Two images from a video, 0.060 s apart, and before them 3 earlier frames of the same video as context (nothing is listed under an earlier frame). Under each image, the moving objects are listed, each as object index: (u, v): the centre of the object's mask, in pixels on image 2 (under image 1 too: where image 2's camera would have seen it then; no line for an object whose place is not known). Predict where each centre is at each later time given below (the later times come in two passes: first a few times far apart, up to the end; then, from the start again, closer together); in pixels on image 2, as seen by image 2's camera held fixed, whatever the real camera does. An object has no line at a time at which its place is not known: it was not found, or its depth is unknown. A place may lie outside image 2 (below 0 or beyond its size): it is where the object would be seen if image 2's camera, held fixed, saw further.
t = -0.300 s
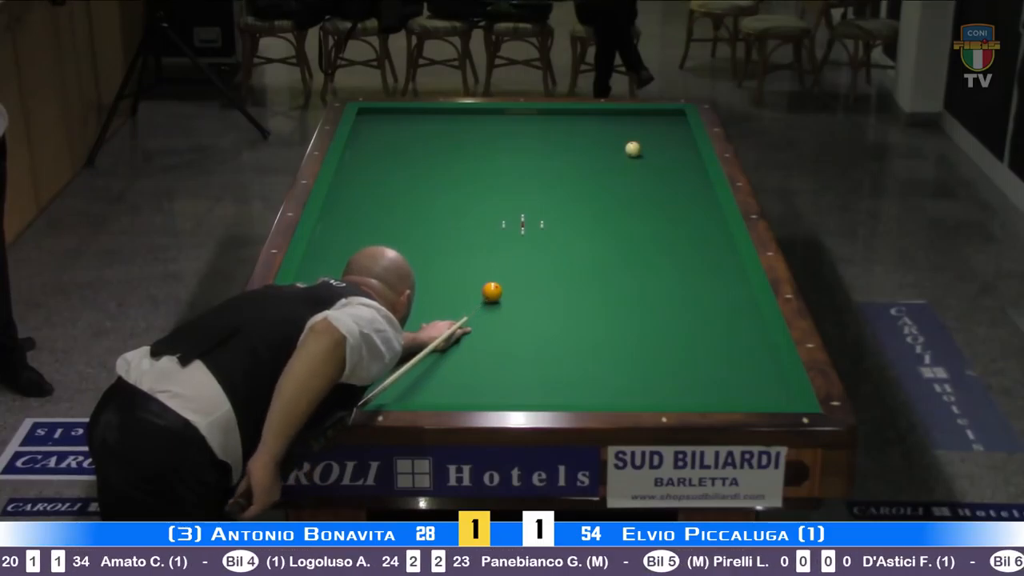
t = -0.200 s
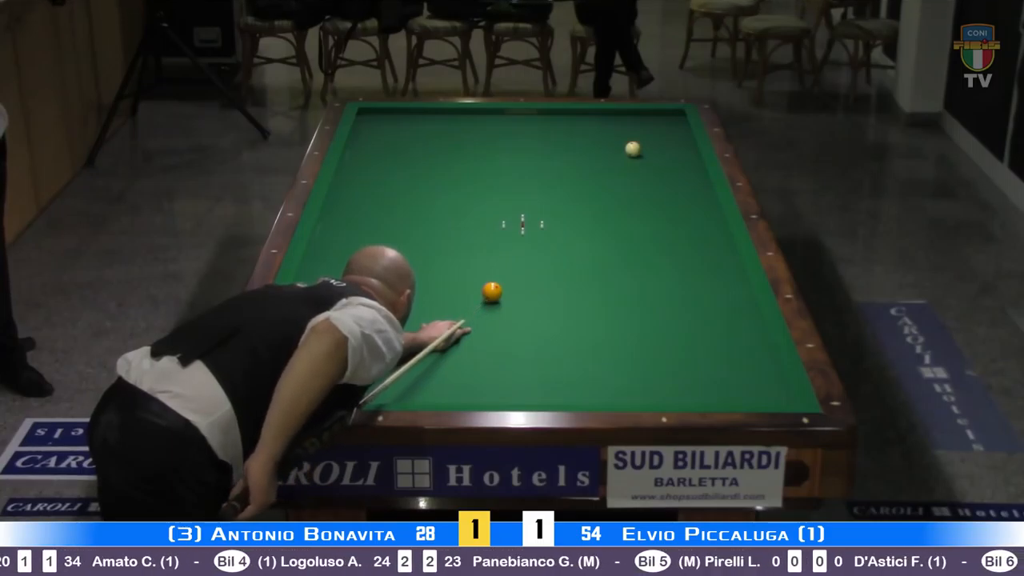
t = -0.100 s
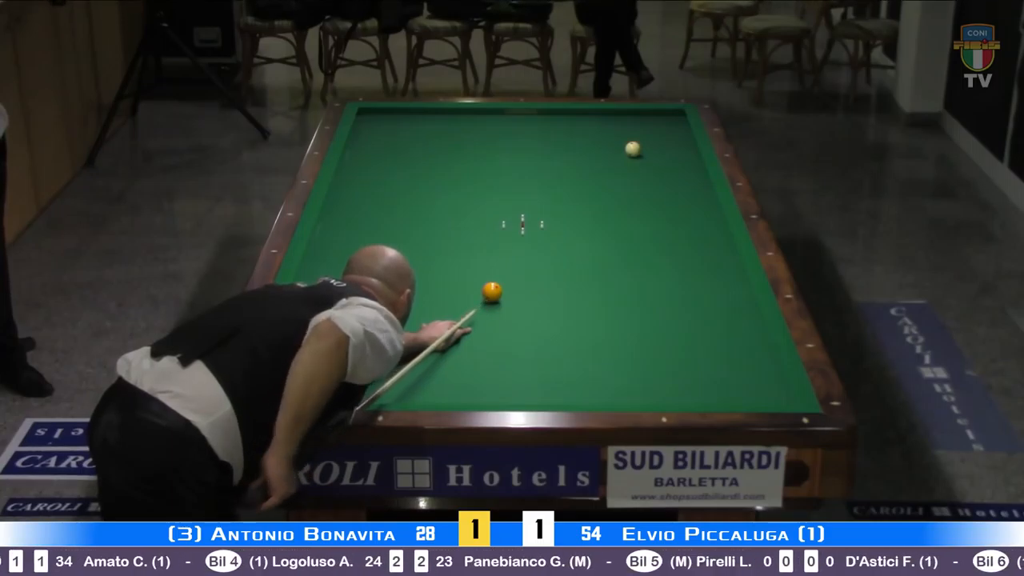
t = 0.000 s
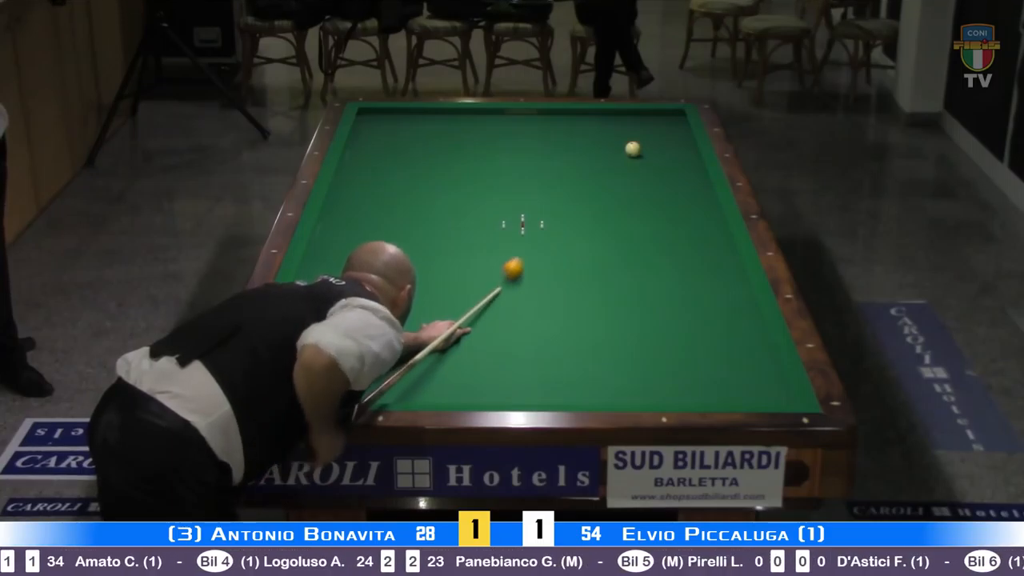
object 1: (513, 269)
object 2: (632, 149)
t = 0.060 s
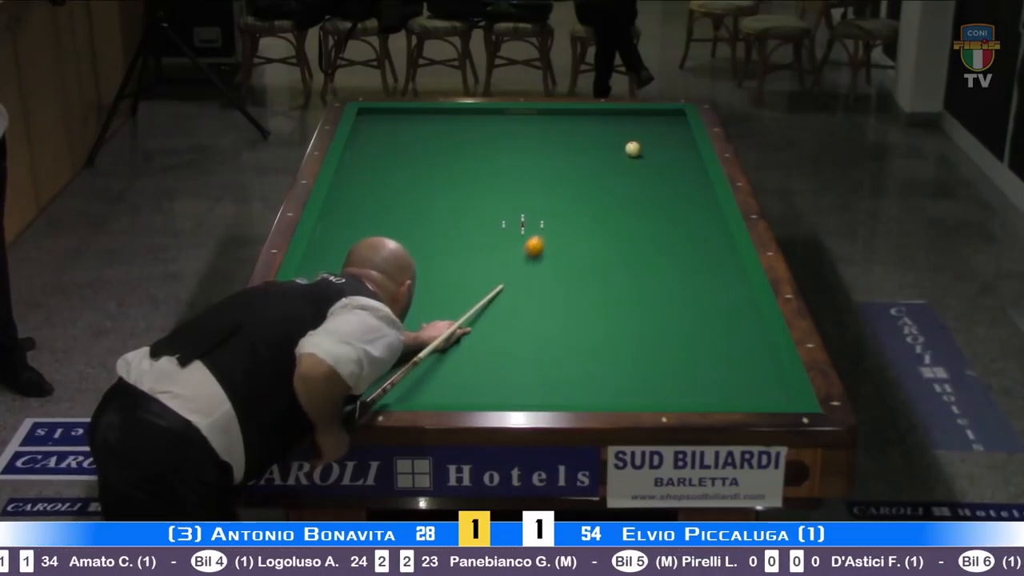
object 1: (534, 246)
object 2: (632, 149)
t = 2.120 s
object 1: (390, 124)
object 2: (360, 155)
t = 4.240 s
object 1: (471, 171)
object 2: (619, 260)
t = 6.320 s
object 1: (588, 214)
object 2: (700, 365)
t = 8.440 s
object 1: (681, 249)
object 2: (618, 380)
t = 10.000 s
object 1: (724, 267)
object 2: (591, 366)
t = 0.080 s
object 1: (541, 240)
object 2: (632, 149)
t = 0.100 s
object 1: (547, 233)
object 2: (633, 149)
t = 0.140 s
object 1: (559, 220)
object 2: (633, 149)
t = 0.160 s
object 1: (564, 214)
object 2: (633, 149)
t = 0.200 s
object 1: (575, 203)
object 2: (633, 149)
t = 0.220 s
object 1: (580, 197)
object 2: (633, 149)
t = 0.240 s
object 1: (585, 192)
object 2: (632, 149)
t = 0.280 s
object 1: (594, 182)
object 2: (633, 149)
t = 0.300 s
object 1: (599, 177)
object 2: (633, 149)
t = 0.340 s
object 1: (607, 167)
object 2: (633, 149)
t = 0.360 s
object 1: (611, 163)
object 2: (633, 149)
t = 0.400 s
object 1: (619, 155)
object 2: (633, 149)
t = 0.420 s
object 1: (620, 152)
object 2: (635, 148)
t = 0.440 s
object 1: (617, 150)
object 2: (642, 146)
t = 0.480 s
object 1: (609, 147)
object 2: (657, 141)
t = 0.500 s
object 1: (605, 146)
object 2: (664, 139)
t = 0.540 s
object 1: (598, 144)
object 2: (678, 134)
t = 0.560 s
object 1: (594, 143)
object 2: (684, 132)
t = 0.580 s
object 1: (591, 142)
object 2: (681, 130)
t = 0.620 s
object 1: (585, 140)
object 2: (669, 127)
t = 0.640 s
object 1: (582, 139)
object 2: (662, 126)
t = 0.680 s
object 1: (576, 137)
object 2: (650, 123)
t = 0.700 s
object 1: (573, 136)
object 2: (645, 121)
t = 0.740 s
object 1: (568, 135)
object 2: (634, 118)
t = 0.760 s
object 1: (565, 134)
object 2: (629, 117)
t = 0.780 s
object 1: (562, 133)
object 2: (624, 116)
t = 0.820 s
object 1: (557, 132)
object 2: (615, 113)
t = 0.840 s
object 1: (554, 131)
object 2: (610, 112)
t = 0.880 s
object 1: (549, 130)
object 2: (602, 111)
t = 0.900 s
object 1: (546, 129)
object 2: (598, 112)
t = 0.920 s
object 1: (543, 128)
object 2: (594, 113)
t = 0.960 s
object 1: (538, 126)
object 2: (585, 115)
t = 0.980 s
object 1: (535, 126)
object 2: (581, 115)
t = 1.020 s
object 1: (530, 124)
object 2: (573, 117)
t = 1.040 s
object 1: (527, 124)
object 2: (569, 118)
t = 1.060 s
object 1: (525, 123)
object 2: (564, 118)
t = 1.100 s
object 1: (520, 121)
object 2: (556, 119)
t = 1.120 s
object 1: (517, 121)
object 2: (552, 120)
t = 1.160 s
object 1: (512, 119)
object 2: (544, 121)
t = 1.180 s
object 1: (510, 119)
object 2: (540, 122)
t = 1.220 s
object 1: (505, 117)
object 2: (531, 123)
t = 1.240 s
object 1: (502, 117)
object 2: (527, 124)
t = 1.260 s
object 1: (500, 116)
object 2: (522, 125)
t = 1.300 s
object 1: (495, 114)
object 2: (514, 126)
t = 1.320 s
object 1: (492, 114)
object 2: (510, 127)
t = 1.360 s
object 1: (488, 112)
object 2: (501, 128)
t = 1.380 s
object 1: (485, 112)
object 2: (497, 128)
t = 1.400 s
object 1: (483, 111)
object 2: (492, 129)
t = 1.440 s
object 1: (478, 111)
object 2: (484, 131)
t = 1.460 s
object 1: (475, 111)
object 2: (479, 131)
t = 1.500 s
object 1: (470, 112)
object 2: (471, 133)
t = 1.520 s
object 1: (467, 112)
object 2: (466, 133)
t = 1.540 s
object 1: (465, 113)
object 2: (462, 134)
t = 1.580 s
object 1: (460, 114)
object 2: (453, 135)
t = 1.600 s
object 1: (457, 114)
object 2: (449, 136)
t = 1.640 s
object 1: (452, 115)
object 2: (440, 137)
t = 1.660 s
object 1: (449, 115)
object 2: (435, 138)
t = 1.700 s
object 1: (444, 116)
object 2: (427, 139)
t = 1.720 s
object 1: (442, 116)
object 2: (422, 140)
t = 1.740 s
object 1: (439, 117)
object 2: (418, 141)
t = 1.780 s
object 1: (434, 117)
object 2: (408, 142)
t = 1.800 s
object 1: (431, 118)
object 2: (404, 143)
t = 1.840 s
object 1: (426, 119)
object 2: (395, 144)
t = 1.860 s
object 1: (423, 119)
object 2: (391, 145)
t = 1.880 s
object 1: (421, 119)
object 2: (386, 146)
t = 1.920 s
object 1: (416, 120)
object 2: (377, 147)
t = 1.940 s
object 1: (413, 120)
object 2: (372, 148)
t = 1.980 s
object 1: (408, 121)
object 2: (363, 149)
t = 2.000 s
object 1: (405, 122)
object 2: (359, 150)
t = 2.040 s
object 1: (400, 122)
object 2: (350, 151)
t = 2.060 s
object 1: (397, 123)
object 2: (350, 152)
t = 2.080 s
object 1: (395, 123)
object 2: (354, 153)
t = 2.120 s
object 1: (390, 124)
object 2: (360, 155)
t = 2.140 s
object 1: (387, 124)
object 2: (363, 155)
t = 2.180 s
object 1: (382, 125)
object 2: (368, 157)
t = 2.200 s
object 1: (379, 125)
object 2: (370, 158)
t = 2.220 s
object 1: (377, 125)
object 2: (373, 159)
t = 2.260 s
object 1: (372, 126)
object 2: (377, 161)
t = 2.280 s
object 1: (369, 127)
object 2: (379, 162)
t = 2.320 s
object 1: (364, 127)
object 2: (384, 163)
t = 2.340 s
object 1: (361, 128)
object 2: (386, 164)
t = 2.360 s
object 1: (359, 128)
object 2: (388, 165)
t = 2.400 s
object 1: (359, 129)
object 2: (392, 167)
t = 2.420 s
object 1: (361, 129)
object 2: (395, 168)
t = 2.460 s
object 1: (363, 130)
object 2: (399, 170)
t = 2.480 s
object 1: (364, 131)
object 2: (401, 171)
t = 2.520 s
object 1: (367, 131)
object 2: (406, 173)
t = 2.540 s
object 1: (368, 132)
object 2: (408, 174)
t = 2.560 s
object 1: (369, 133)
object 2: (410, 174)
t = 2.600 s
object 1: (372, 133)
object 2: (415, 176)
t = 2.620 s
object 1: (373, 134)
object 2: (417, 177)
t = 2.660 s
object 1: (376, 135)
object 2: (422, 179)
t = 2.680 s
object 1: (377, 135)
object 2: (424, 180)
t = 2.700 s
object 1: (378, 136)
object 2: (426, 181)
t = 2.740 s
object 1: (381, 136)
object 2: (431, 183)
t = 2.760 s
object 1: (382, 137)
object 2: (433, 184)
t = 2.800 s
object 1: (384, 138)
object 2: (438, 186)
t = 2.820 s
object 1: (386, 138)
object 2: (440, 187)
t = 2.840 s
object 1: (387, 139)
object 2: (443, 188)
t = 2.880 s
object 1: (389, 140)
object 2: (447, 189)
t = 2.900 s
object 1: (390, 140)
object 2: (450, 190)
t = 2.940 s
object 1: (393, 141)
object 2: (454, 192)
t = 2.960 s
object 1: (394, 142)
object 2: (457, 193)
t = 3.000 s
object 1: (396, 143)
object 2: (461, 195)
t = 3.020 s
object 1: (398, 143)
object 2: (464, 196)
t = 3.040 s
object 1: (399, 144)
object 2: (466, 197)
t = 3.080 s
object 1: (401, 145)
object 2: (471, 199)
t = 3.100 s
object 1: (402, 145)
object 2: (473, 200)
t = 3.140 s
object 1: (405, 146)
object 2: (478, 202)
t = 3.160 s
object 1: (406, 146)
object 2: (481, 203)
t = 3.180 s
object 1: (407, 147)
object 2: (483, 204)
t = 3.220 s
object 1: (410, 148)
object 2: (488, 206)
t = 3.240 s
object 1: (411, 148)
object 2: (491, 207)
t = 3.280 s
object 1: (413, 149)
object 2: (495, 209)
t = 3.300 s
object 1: (415, 150)
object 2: (498, 210)
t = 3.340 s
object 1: (417, 150)
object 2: (503, 212)
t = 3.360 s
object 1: (418, 151)
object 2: (505, 213)
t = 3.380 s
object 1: (419, 151)
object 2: (508, 214)
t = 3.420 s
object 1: (422, 152)
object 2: (512, 217)
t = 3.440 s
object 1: (423, 153)
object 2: (515, 217)
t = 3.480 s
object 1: (426, 153)
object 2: (520, 219)
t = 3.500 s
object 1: (427, 154)
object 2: (523, 220)
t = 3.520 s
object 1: (428, 155)
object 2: (525, 221)
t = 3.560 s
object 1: (430, 155)
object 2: (530, 223)
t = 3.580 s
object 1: (432, 156)
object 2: (532, 225)
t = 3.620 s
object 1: (434, 157)
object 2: (538, 227)
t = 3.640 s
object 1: (435, 157)
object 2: (540, 228)
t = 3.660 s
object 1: (436, 157)
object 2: (543, 229)
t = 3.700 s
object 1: (439, 158)
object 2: (548, 231)
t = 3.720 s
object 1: (440, 159)
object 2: (550, 232)
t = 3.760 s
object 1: (443, 160)
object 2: (555, 234)
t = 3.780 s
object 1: (444, 160)
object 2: (558, 235)
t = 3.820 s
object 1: (446, 161)
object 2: (563, 237)
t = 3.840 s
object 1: (447, 162)
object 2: (566, 238)
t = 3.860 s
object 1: (449, 162)
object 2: (569, 239)
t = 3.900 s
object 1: (451, 163)
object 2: (574, 241)
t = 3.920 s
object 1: (452, 164)
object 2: (576, 242)
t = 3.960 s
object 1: (455, 164)
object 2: (582, 245)
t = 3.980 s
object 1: (456, 165)
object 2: (584, 246)
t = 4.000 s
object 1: (457, 165)
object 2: (587, 246)
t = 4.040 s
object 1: (459, 166)
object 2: (592, 249)
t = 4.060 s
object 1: (460, 167)
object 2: (595, 250)
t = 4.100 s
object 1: (463, 168)
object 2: (600, 252)
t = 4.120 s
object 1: (464, 168)
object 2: (603, 253)
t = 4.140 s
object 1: (465, 169)
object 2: (606, 254)
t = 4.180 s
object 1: (468, 170)
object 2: (611, 257)
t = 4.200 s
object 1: (469, 170)
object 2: (613, 258)
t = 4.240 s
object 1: (471, 171)
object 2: (619, 260)
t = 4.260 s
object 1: (473, 171)
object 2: (622, 261)
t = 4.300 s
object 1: (475, 172)
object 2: (627, 263)
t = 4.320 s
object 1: (476, 172)
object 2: (630, 264)
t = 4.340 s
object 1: (477, 173)
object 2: (632, 265)
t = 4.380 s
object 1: (480, 174)
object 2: (638, 267)
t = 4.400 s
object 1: (481, 174)
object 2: (641, 269)
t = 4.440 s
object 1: (483, 175)
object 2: (647, 271)
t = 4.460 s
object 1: (484, 176)
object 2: (649, 272)
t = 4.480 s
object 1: (486, 176)
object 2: (652, 273)
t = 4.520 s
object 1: (488, 177)
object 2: (658, 276)
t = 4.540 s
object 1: (489, 177)
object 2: (660, 277)
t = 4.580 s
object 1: (492, 178)
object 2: (666, 279)
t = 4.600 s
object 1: (493, 179)
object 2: (669, 280)
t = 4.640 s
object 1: (495, 180)
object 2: (674, 282)
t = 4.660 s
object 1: (496, 180)
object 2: (677, 284)
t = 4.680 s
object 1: (498, 180)
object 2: (679, 285)
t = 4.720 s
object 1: (500, 181)
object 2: (685, 287)
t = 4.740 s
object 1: (501, 182)
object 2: (688, 288)
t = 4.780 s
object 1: (503, 182)
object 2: (693, 291)
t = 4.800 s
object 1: (505, 183)
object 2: (696, 292)
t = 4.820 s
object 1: (506, 183)
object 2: (699, 293)
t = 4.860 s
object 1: (508, 184)
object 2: (704, 295)
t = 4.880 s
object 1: (509, 185)
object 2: (707, 296)
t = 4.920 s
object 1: (511, 185)
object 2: (713, 299)
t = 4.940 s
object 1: (513, 186)
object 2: (716, 300)
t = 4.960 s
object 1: (514, 186)
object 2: (719, 301)
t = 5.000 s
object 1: (516, 187)
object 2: (725, 303)
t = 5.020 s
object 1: (517, 188)
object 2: (728, 304)
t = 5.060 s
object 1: (520, 189)
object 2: (733, 307)
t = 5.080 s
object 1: (521, 189)
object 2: (736, 308)
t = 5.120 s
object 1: (523, 190)
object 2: (742, 311)
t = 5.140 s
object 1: (524, 190)
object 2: (745, 312)
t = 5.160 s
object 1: (525, 191)
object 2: (748, 313)
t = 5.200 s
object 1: (527, 192)
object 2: (752, 315)
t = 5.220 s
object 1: (528, 192)
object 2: (750, 316)
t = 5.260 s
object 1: (531, 193)
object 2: (747, 318)
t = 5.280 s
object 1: (532, 193)
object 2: (747, 319)
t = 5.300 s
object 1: (533, 194)
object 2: (746, 319)
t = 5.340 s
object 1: (535, 195)
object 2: (744, 321)
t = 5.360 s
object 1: (537, 195)
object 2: (743, 322)
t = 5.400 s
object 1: (539, 196)
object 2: (741, 324)
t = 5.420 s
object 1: (540, 196)
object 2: (740, 325)
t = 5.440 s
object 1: (541, 197)
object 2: (739, 326)
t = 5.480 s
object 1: (543, 197)
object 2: (737, 327)
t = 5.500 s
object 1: (544, 198)
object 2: (736, 328)
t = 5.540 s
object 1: (546, 199)
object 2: (735, 330)
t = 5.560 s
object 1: (547, 199)
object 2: (734, 331)
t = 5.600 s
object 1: (550, 200)
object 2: (732, 333)
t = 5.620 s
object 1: (551, 200)
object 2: (731, 334)
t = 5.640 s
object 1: (552, 201)
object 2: (730, 335)
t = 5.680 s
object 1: (554, 202)
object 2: (728, 336)
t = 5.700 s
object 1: (555, 202)
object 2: (728, 337)
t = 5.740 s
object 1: (557, 203)
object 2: (726, 339)
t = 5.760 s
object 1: (558, 203)
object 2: (725, 340)
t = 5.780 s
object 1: (559, 204)
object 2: (724, 341)
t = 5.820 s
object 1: (562, 204)
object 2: (722, 343)
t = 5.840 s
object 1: (563, 205)
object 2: (721, 344)
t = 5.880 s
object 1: (565, 206)
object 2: (720, 346)
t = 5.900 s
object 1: (566, 206)
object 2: (719, 346)
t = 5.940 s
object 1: (568, 207)
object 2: (717, 348)
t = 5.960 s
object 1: (569, 207)
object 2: (716, 349)
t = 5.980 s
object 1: (570, 207)
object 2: (715, 350)
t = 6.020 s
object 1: (572, 208)
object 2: (713, 352)
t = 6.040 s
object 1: (574, 209)
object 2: (712, 353)
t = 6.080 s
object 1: (576, 209)
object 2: (711, 354)
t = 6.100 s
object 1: (577, 210)
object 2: (710, 355)
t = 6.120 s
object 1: (577, 210)
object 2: (709, 356)
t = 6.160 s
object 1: (580, 211)
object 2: (707, 358)
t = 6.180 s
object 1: (581, 211)
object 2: (706, 359)
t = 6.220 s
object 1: (583, 212)
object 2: (704, 360)
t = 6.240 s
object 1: (584, 212)
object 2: (703, 361)
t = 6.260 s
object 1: (585, 213)
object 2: (702, 362)
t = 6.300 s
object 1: (587, 214)
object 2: (701, 364)
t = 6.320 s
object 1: (588, 214)
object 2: (700, 365)
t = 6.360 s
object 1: (590, 215)
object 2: (698, 366)
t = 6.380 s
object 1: (591, 215)
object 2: (697, 367)
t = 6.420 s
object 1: (593, 216)
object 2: (695, 369)
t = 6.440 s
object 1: (594, 216)
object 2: (694, 370)
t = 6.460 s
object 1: (595, 217)
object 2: (694, 371)
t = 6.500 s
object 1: (597, 217)
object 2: (692, 373)
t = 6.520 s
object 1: (598, 218)
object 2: (690, 373)
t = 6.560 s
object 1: (600, 219)
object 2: (689, 375)
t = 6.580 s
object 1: (601, 219)
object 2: (688, 376)
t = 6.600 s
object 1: (602, 219)
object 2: (687, 377)
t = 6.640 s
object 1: (604, 220)
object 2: (685, 379)
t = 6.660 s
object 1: (605, 220)
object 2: (685, 380)
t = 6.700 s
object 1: (607, 221)
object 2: (683, 382)
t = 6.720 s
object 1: (608, 221)
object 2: (682, 383)
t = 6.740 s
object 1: (609, 222)
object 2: (681, 383)
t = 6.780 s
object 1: (611, 222)
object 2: (679, 385)
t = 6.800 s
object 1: (612, 223)
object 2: (678, 386)
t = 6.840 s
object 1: (614, 224)
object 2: (676, 387)
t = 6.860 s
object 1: (615, 224)
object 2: (675, 388)
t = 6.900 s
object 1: (617, 225)
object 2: (674, 390)
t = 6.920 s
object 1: (618, 225)
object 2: (673, 391)
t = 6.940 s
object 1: (619, 226)
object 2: (672, 392)
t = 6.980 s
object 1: (620, 226)
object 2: (670, 393)
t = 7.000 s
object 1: (621, 226)
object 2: (669, 393)
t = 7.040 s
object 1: (623, 227)
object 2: (667, 394)
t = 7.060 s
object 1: (624, 228)
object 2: (666, 395)
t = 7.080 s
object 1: (625, 228)
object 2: (665, 395)
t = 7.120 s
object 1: (627, 228)
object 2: (663, 397)
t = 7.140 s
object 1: (628, 229)
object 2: (662, 397)
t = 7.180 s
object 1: (630, 229)
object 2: (660, 398)
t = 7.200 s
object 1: (631, 230)
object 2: (660, 399)
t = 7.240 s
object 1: (632, 231)
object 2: (658, 398)
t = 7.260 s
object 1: (634, 231)
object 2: (657, 398)
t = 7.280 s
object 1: (634, 231)
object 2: (656, 398)
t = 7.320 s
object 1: (636, 232)
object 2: (655, 397)
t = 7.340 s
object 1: (637, 232)
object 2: (654, 397)
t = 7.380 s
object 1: (639, 233)
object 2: (653, 396)
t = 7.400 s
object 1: (640, 233)
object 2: (652, 396)
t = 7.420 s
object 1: (641, 234)
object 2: (651, 395)
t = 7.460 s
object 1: (642, 234)
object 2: (650, 395)
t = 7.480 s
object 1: (643, 234)
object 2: (649, 395)
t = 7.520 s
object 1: (645, 235)
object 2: (648, 394)
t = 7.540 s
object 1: (646, 235)
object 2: (647, 394)
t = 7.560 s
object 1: (647, 236)
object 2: (646, 394)
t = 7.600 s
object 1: (648, 237)
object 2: (644, 393)
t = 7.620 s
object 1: (649, 237)
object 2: (644, 393)
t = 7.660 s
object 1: (651, 237)
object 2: (643, 393)
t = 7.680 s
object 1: (652, 238)
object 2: (642, 393)
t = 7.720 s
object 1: (653, 238)
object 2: (641, 392)
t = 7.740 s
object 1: (654, 239)
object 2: (640, 392)
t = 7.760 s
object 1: (655, 239)
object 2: (639, 392)
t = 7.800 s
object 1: (657, 240)
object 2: (638, 391)
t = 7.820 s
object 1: (658, 240)
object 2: (638, 391)
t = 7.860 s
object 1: (659, 240)
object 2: (636, 390)
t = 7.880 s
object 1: (660, 241)
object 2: (636, 390)
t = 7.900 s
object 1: (661, 241)
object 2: (635, 389)
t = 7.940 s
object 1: (662, 242)
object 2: (633, 388)
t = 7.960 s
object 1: (663, 242)
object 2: (633, 388)
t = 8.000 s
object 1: (665, 242)
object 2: (631, 387)
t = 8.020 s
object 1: (665, 243)
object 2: (630, 387)
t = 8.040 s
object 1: (667, 243)
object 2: (630, 386)
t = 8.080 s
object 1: (668, 244)
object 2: (628, 386)
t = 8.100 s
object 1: (669, 244)
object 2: (628, 385)
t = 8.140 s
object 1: (670, 245)
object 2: (627, 385)
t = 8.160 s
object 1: (671, 245)
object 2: (626, 385)
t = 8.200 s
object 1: (672, 245)
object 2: (625, 384)
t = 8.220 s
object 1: (673, 246)
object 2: (624, 384)
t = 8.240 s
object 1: (674, 246)
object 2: (624, 383)
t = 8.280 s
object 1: (676, 247)
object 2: (623, 383)
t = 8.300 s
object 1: (676, 247)
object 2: (622, 383)
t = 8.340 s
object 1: (678, 247)
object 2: (621, 382)
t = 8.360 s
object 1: (679, 248)
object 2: (620, 382)
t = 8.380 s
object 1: (679, 248)
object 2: (620, 381)
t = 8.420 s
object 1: (681, 249)
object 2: (619, 380)
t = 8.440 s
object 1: (681, 249)
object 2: (618, 380)
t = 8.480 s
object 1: (683, 250)
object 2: (617, 380)
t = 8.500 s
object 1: (683, 250)
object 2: (617, 379)
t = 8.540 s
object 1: (685, 250)
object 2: (616, 379)
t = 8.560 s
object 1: (685, 251)
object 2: (615, 379)
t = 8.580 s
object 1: (686, 251)
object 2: (615, 379)
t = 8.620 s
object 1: (688, 251)
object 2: (614, 378)
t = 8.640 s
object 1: (689, 252)
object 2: (614, 378)
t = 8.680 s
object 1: (690, 252)
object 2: (612, 377)
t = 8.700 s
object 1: (690, 252)
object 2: (612, 377)
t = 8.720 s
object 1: (691, 252)
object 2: (611, 377)
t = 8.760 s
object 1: (692, 253)
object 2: (611, 376)
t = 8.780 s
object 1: (693, 253)
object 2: (610, 376)
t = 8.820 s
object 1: (694, 254)
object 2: (609, 376)
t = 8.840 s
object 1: (695, 254)
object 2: (609, 376)
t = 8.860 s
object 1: (696, 255)
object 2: (608, 375)
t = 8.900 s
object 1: (697, 255)
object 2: (607, 375)
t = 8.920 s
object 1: (697, 255)
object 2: (607, 374)
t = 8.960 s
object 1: (698, 256)
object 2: (606, 374)
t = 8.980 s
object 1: (699, 256)
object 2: (605, 373)
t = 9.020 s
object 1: (700, 256)
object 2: (605, 373)
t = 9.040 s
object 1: (701, 257)
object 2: (604, 373)
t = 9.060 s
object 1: (701, 257)
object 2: (604, 373)
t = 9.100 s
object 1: (702, 257)
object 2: (603, 373)
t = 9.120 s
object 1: (703, 257)
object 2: (603, 372)
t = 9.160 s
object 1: (704, 258)
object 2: (602, 372)
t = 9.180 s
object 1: (705, 258)
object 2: (602, 372)
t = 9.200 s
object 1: (705, 258)
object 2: (602, 372)
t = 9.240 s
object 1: (706, 259)
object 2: (601, 372)
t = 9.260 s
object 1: (706, 259)
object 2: (601, 372)
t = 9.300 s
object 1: (708, 259)
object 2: (600, 371)
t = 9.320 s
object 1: (708, 260)
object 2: (600, 371)
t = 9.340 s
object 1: (709, 260)
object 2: (600, 371)
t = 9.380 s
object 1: (710, 261)
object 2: (599, 371)
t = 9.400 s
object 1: (710, 261)
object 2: (599, 370)
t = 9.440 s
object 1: (712, 261)
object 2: (598, 370)
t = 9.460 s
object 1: (712, 261)
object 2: (598, 370)
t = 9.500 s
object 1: (713, 262)
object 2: (597, 369)
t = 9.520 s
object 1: (713, 262)
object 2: (597, 369)
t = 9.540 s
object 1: (714, 262)
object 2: (597, 369)
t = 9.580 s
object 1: (715, 263)
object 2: (596, 368)
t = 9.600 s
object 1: (715, 263)
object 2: (596, 368)
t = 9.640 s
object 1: (716, 263)
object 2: (595, 368)
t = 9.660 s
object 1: (717, 263)
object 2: (595, 368)
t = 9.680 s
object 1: (717, 263)
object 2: (595, 367)
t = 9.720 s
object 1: (718, 264)
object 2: (594, 367)
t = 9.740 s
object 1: (719, 264)
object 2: (594, 367)
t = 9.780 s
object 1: (719, 264)
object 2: (594, 367)
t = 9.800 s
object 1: (720, 264)
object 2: (593, 367)
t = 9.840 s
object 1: (721, 265)
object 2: (593, 366)
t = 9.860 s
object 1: (721, 265)
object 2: (593, 366)
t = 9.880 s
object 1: (722, 265)
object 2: (592, 366)
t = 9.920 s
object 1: (723, 266)
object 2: (592, 366)
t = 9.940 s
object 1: (723, 266)
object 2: (592, 366)
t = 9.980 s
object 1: (724, 266)
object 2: (591, 366)
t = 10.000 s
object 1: (724, 267)
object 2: (591, 366)
